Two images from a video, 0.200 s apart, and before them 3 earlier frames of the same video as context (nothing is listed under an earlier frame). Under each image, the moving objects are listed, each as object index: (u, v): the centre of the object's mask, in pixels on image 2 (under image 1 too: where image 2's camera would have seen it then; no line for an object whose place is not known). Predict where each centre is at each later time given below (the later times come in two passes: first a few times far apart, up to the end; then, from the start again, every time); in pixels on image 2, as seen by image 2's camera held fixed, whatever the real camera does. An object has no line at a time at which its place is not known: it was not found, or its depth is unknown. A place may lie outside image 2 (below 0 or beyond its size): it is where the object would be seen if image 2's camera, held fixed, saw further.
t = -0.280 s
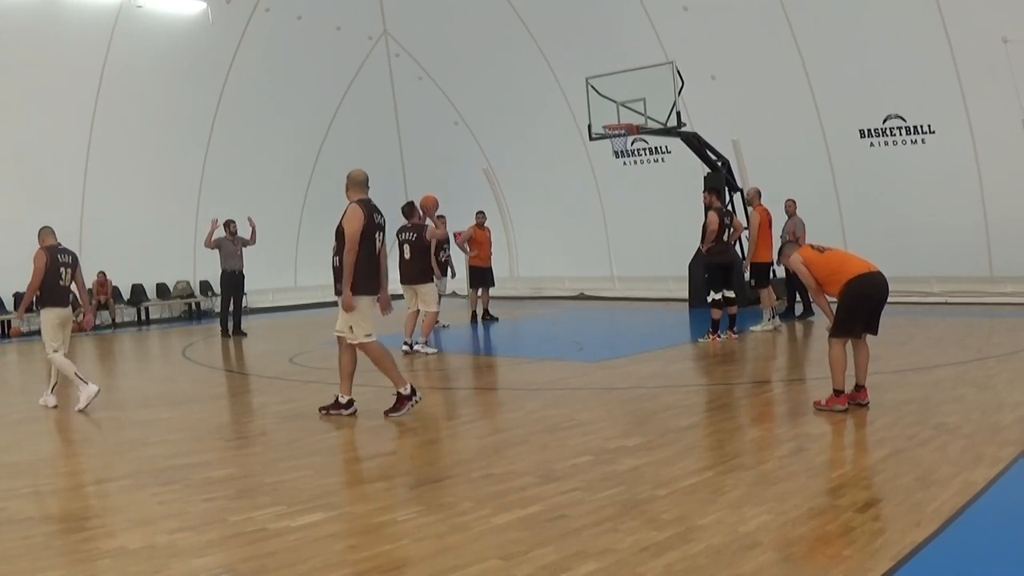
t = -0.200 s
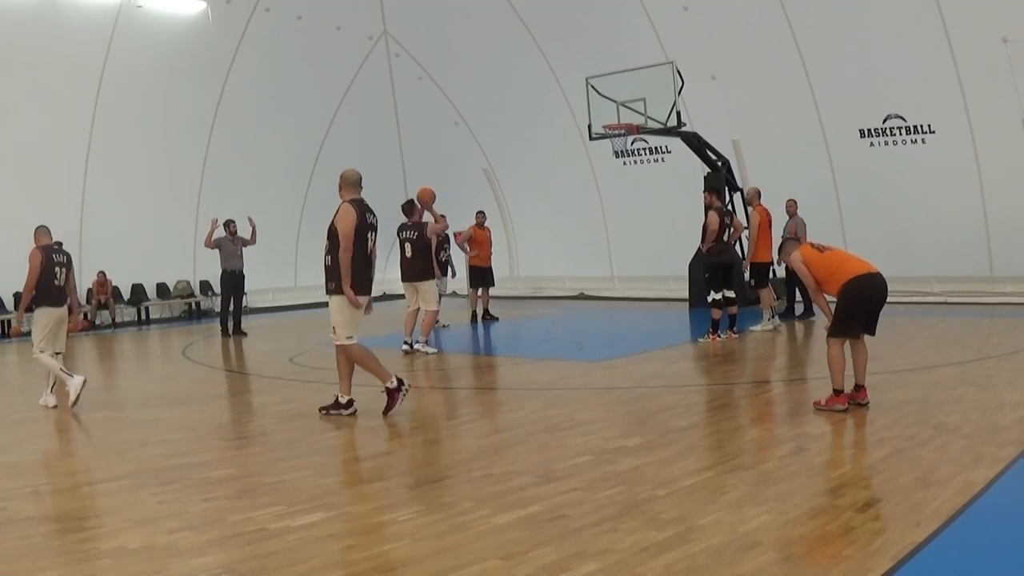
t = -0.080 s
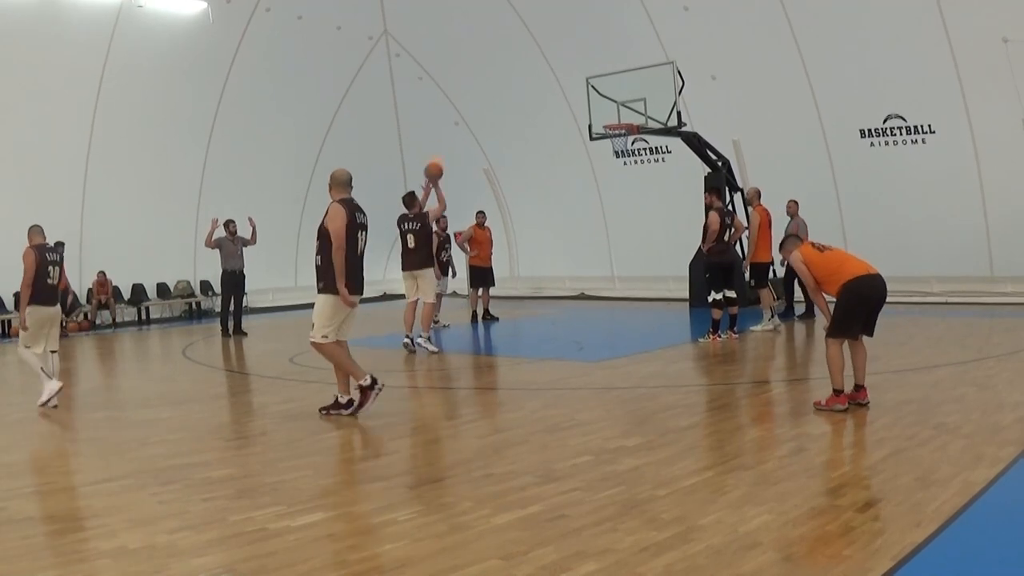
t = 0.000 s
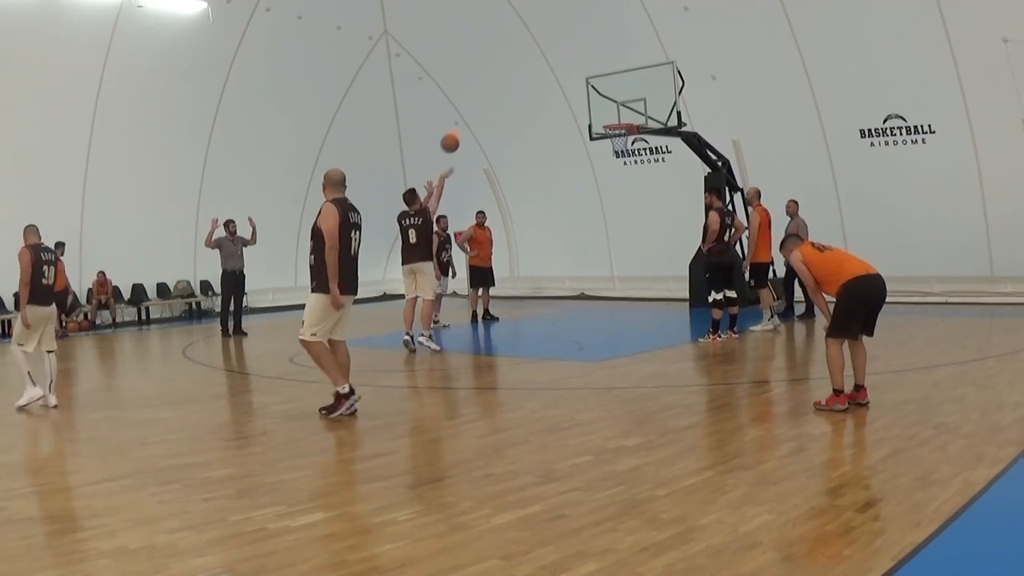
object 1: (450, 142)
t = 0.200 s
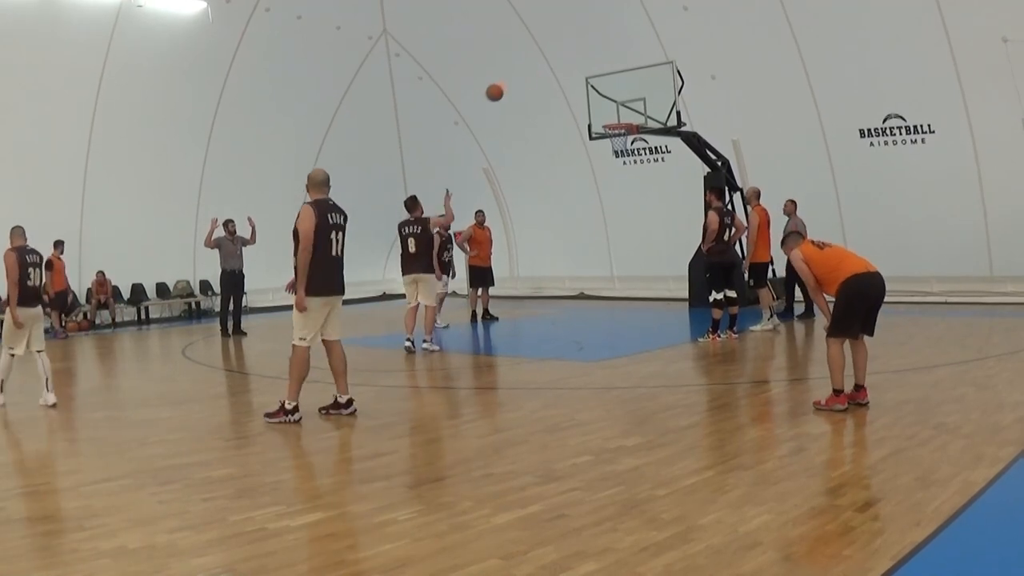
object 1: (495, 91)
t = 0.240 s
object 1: (503, 85)
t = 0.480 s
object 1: (552, 74)
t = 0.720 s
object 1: (597, 100)
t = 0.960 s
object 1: (620, 134)
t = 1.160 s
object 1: (616, 146)
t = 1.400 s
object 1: (618, 184)
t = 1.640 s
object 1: (621, 256)
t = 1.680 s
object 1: (622, 271)
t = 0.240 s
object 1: (503, 85)
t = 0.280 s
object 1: (511, 81)
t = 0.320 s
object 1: (520, 77)
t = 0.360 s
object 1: (528, 75)
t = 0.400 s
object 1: (536, 74)
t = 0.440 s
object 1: (544, 73)
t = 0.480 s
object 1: (552, 74)
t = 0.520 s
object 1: (560, 76)
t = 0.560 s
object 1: (567, 79)
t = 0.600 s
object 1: (575, 83)
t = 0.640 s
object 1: (582, 87)
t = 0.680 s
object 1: (589, 94)
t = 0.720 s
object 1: (597, 100)
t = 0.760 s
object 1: (604, 107)
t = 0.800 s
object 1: (611, 115)
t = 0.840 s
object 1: (617, 123)
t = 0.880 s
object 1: (620, 128)
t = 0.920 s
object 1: (620, 132)
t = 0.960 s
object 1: (620, 134)
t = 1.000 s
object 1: (620, 134)
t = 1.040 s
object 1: (619, 135)
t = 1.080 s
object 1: (617, 137)
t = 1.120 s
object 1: (616, 141)
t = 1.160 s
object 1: (616, 146)
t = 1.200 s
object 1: (616, 149)
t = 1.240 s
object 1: (617, 155)
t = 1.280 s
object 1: (617, 160)
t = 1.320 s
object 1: (617, 167)
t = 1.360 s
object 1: (617, 175)
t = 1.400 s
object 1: (618, 184)
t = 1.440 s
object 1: (619, 193)
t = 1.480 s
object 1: (619, 204)
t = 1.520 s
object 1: (620, 216)
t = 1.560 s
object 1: (620, 228)
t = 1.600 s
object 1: (621, 242)
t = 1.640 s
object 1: (621, 256)
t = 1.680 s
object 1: (622, 271)
